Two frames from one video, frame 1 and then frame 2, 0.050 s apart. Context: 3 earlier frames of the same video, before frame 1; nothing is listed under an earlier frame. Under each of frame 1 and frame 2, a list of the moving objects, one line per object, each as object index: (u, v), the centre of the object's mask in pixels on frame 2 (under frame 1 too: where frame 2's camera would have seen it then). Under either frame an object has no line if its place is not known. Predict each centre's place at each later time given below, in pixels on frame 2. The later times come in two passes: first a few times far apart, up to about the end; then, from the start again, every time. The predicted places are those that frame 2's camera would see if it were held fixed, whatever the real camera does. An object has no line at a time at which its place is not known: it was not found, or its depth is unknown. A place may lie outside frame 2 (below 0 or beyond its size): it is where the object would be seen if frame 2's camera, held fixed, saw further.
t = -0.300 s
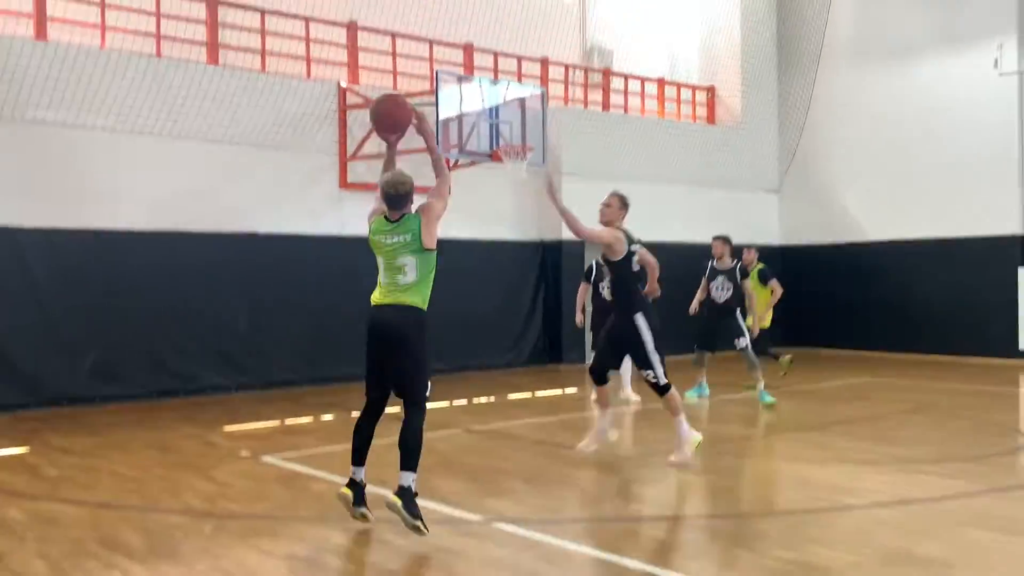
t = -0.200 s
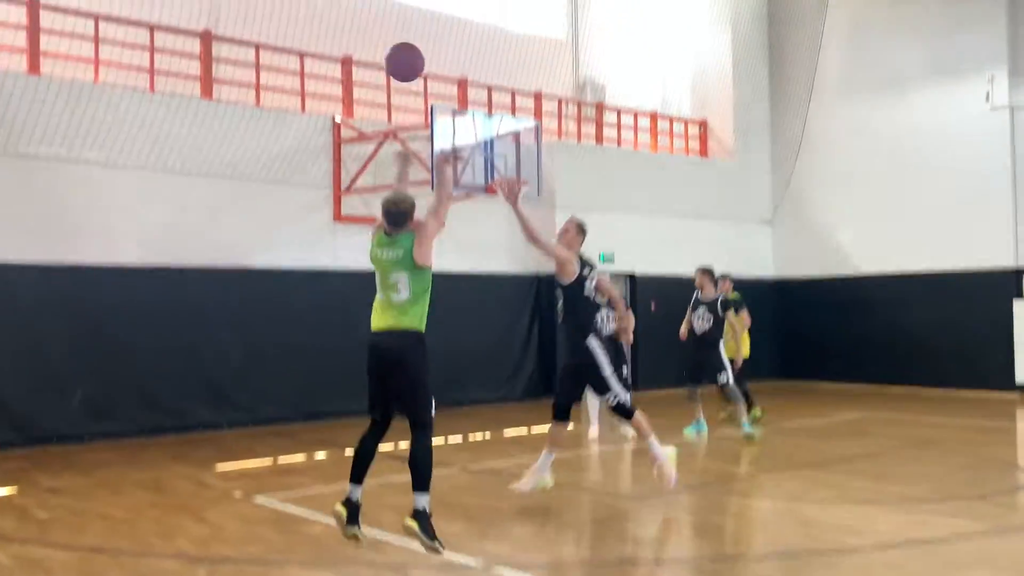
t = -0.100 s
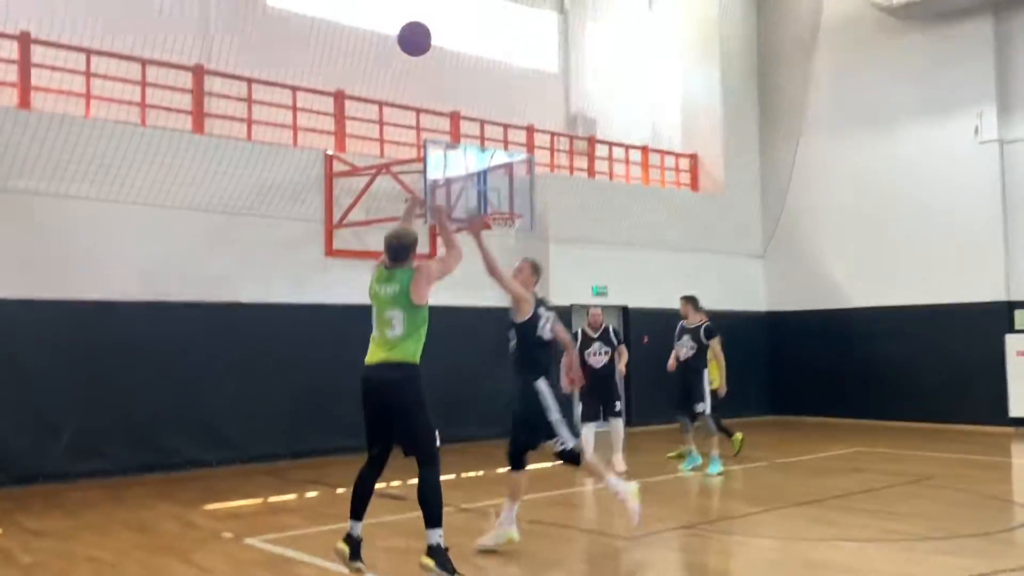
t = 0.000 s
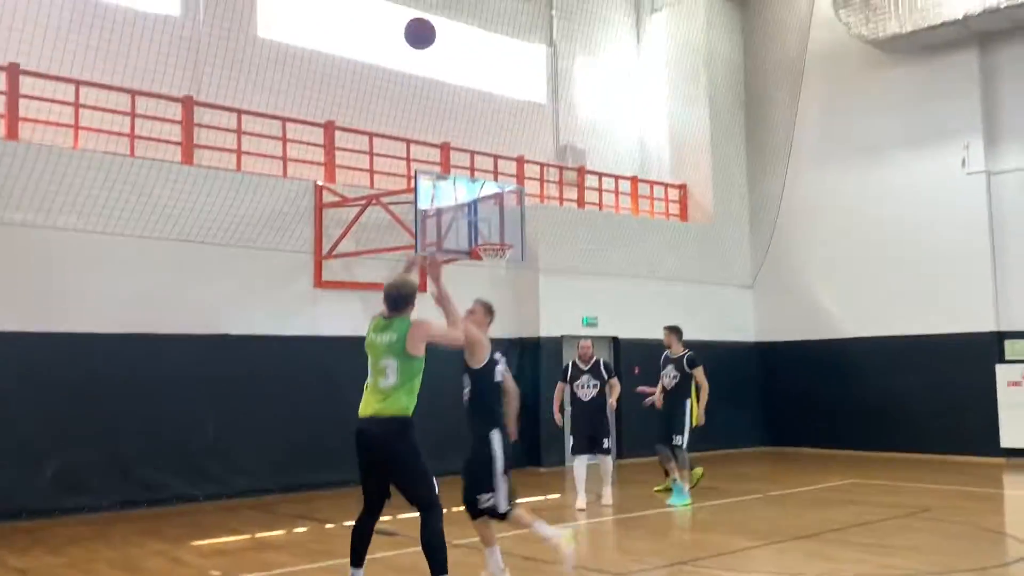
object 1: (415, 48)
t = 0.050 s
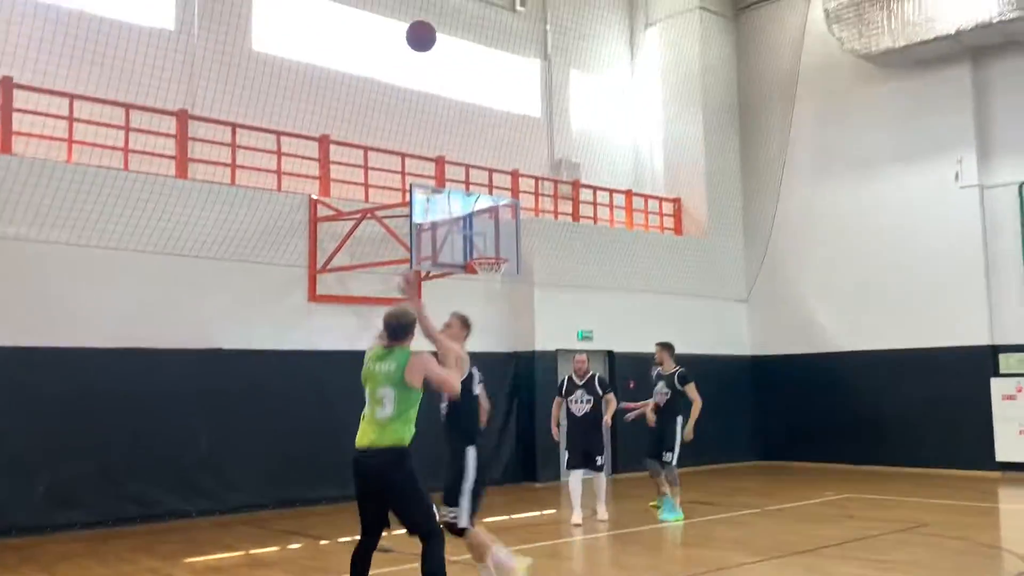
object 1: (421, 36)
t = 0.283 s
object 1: (444, 28)
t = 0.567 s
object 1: (465, 86)
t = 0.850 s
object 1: (478, 192)
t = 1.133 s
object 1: (504, 246)
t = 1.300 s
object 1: (528, 257)
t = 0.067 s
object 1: (423, 33)
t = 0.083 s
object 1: (425, 30)
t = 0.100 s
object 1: (426, 29)
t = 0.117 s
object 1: (428, 27)
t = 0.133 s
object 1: (430, 25)
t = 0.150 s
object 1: (432, 25)
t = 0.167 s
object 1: (433, 24)
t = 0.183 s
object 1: (435, 24)
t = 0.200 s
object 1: (436, 24)
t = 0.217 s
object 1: (438, 24)
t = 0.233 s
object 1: (439, 24)
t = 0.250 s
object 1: (441, 25)
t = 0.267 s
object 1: (442, 26)
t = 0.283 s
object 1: (444, 28)
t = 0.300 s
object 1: (445, 29)
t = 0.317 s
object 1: (446, 31)
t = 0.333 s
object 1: (448, 33)
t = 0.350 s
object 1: (449, 35)
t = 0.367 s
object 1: (451, 38)
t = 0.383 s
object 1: (452, 41)
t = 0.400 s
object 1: (453, 43)
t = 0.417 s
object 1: (455, 47)
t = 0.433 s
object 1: (456, 50)
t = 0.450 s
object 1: (457, 54)
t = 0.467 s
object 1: (458, 58)
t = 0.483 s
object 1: (460, 62)
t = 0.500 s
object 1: (461, 67)
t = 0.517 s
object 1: (462, 71)
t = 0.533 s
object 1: (463, 76)
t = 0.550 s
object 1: (464, 81)
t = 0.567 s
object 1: (465, 86)
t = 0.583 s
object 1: (466, 91)
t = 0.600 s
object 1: (467, 97)
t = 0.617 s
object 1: (467, 103)
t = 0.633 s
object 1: (468, 108)
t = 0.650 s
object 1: (470, 113)
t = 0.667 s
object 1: (472, 119)
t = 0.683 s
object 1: (473, 125)
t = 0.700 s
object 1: (474, 131)
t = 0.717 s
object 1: (475, 137)
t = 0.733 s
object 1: (476, 143)
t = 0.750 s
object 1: (476, 150)
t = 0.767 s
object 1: (476, 157)
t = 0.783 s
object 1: (476, 164)
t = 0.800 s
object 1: (476, 171)
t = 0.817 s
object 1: (478, 178)
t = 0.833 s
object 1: (477, 185)
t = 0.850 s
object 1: (478, 192)
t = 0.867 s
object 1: (479, 200)
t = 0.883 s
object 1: (479, 207)
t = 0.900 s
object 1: (481, 214)
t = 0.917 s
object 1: (481, 222)
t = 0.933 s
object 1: (482, 230)
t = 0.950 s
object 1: (482, 238)
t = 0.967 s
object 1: (483, 246)
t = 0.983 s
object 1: (484, 252)
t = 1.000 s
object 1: (485, 251)
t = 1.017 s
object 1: (488, 250)
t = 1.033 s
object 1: (490, 249)
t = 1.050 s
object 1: (492, 249)
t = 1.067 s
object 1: (495, 248)
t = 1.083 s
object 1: (497, 247)
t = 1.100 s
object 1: (499, 247)
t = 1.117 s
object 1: (502, 247)
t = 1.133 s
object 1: (504, 246)
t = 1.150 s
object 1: (507, 246)
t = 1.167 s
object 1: (510, 247)
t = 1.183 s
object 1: (511, 247)
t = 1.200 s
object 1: (513, 248)
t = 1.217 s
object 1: (516, 249)
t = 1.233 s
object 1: (518, 250)
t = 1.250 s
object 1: (521, 252)
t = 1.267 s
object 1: (524, 253)
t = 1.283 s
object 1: (526, 255)
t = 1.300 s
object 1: (528, 257)
